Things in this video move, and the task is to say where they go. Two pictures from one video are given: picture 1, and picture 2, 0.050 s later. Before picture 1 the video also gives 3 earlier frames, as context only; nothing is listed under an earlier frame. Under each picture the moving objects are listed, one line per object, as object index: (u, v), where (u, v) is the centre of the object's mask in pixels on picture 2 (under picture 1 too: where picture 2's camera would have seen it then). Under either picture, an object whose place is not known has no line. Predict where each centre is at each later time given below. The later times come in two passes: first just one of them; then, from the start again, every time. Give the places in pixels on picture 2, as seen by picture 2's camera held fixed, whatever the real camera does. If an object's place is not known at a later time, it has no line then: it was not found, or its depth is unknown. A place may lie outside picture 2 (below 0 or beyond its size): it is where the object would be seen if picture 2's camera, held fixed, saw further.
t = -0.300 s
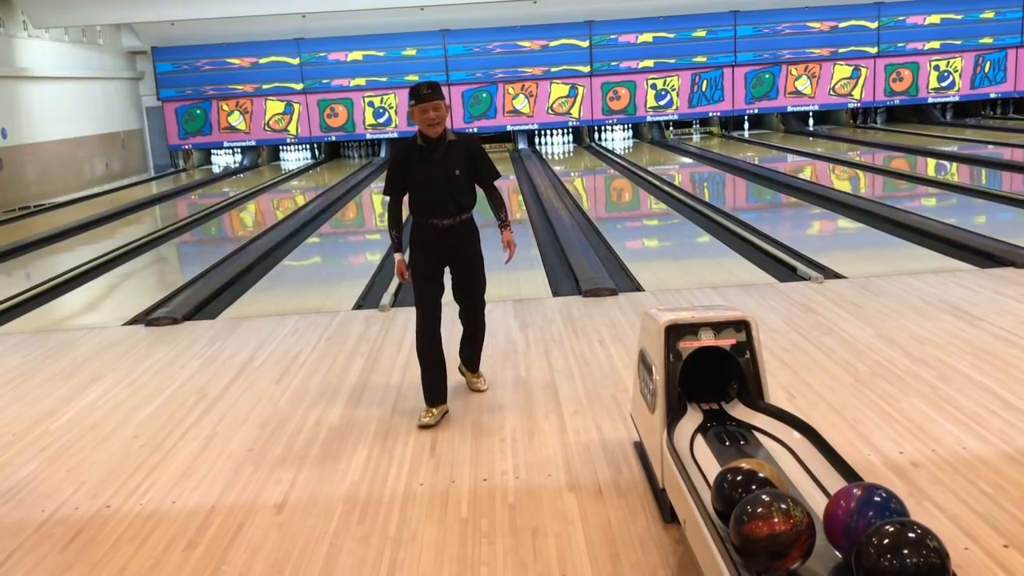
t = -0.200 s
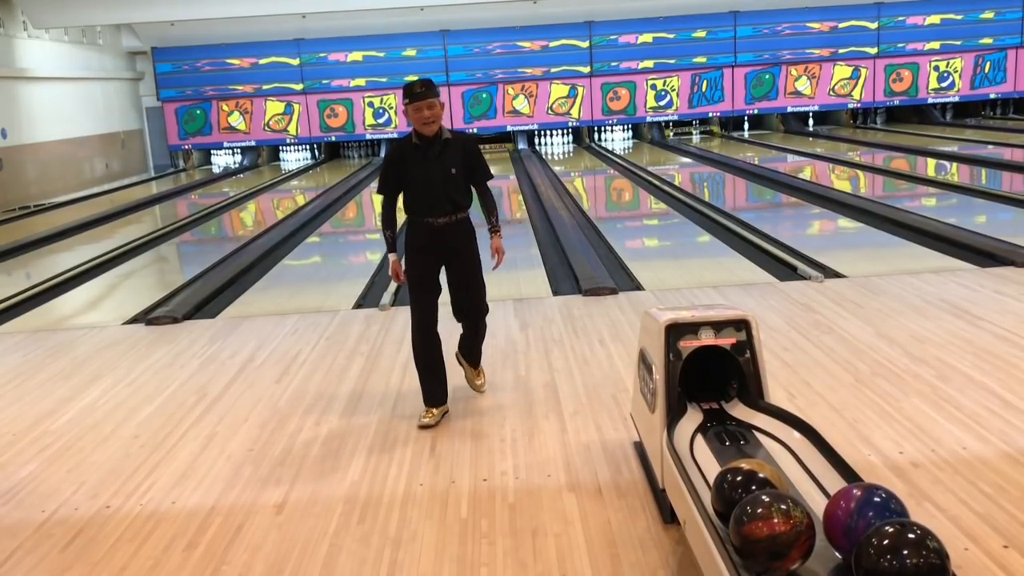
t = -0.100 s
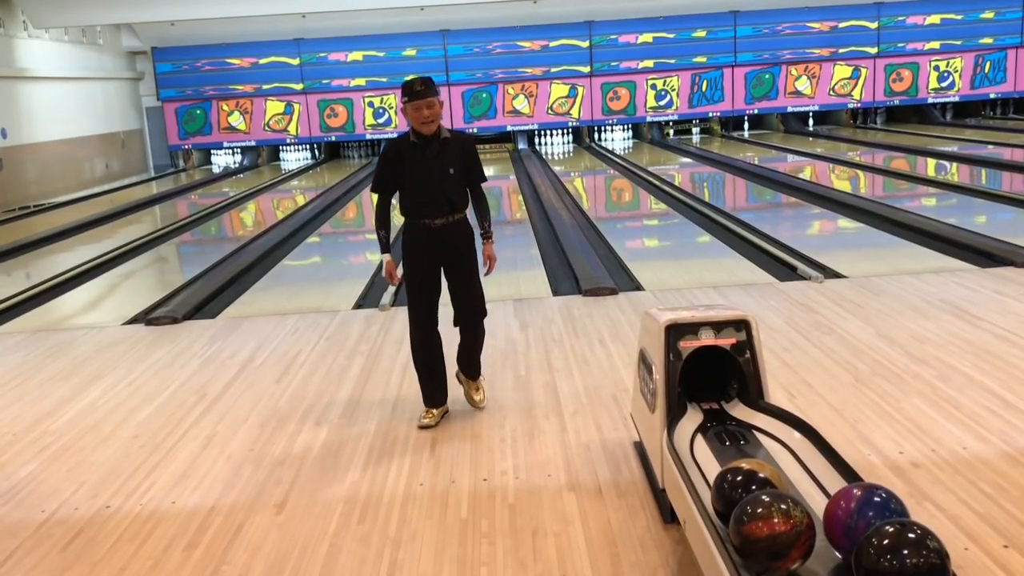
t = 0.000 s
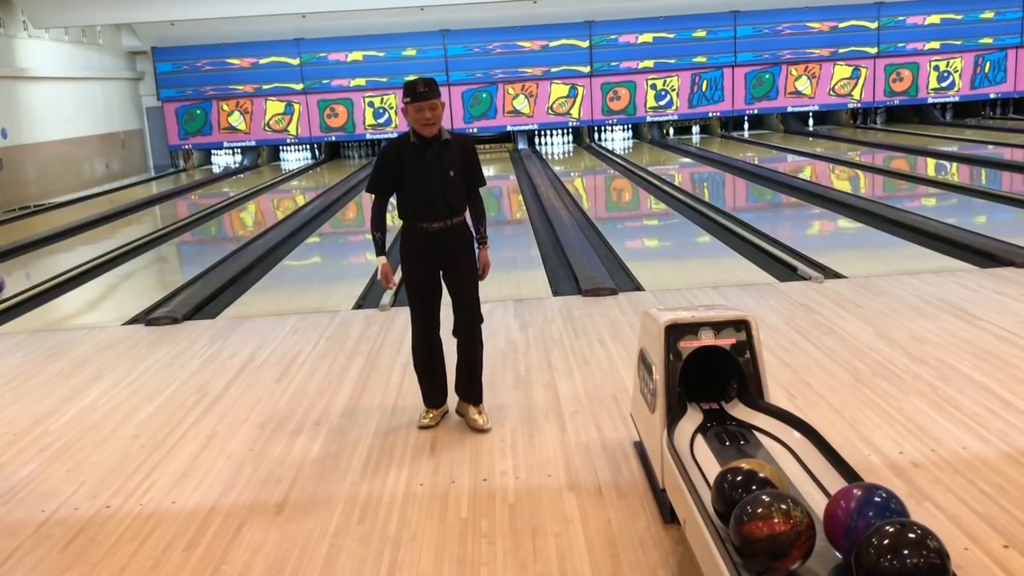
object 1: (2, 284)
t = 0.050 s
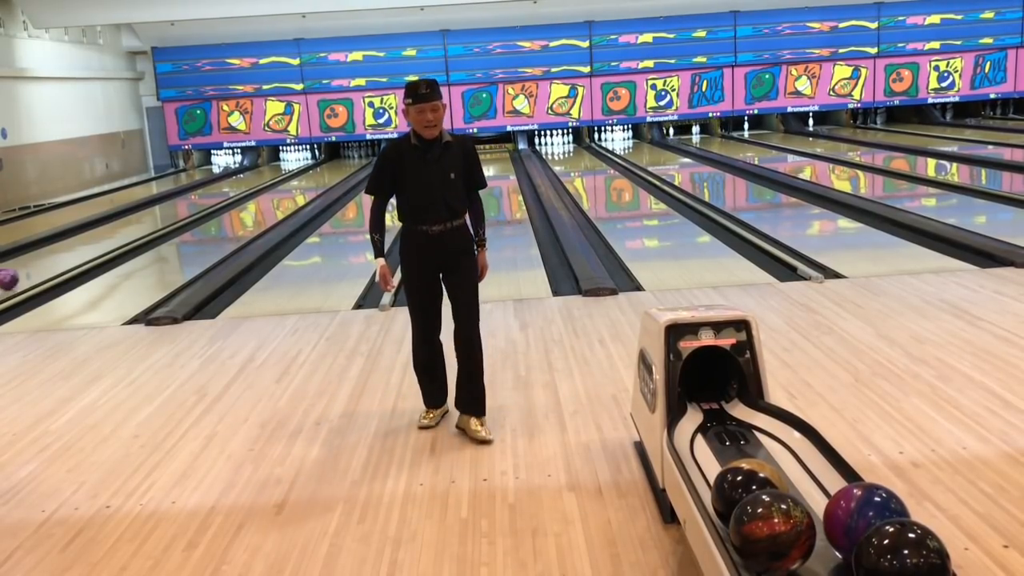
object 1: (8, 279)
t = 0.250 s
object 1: (56, 259)
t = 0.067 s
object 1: (11, 277)
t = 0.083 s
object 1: (16, 275)
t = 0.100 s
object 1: (20, 274)
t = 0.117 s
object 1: (24, 272)
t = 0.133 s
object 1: (28, 270)
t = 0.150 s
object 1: (32, 269)
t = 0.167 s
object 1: (36, 267)
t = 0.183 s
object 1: (41, 266)
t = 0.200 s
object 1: (44, 264)
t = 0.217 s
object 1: (48, 263)
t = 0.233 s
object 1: (52, 261)
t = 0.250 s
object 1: (56, 259)
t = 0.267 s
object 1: (60, 258)
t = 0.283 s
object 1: (63, 257)
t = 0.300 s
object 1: (67, 255)
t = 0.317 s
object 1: (70, 254)
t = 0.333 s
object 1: (74, 253)
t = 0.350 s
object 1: (77, 251)
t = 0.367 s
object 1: (80, 250)
